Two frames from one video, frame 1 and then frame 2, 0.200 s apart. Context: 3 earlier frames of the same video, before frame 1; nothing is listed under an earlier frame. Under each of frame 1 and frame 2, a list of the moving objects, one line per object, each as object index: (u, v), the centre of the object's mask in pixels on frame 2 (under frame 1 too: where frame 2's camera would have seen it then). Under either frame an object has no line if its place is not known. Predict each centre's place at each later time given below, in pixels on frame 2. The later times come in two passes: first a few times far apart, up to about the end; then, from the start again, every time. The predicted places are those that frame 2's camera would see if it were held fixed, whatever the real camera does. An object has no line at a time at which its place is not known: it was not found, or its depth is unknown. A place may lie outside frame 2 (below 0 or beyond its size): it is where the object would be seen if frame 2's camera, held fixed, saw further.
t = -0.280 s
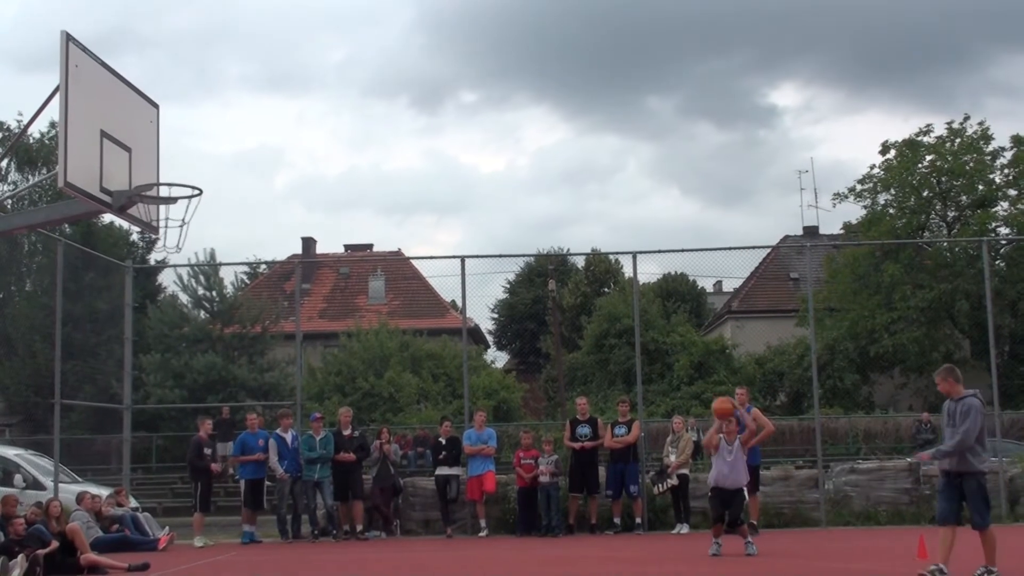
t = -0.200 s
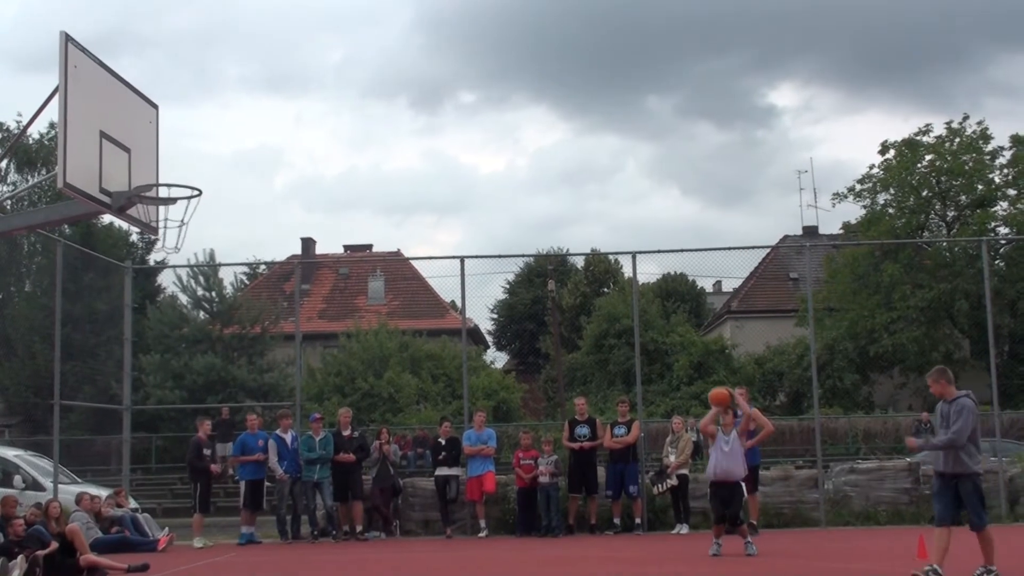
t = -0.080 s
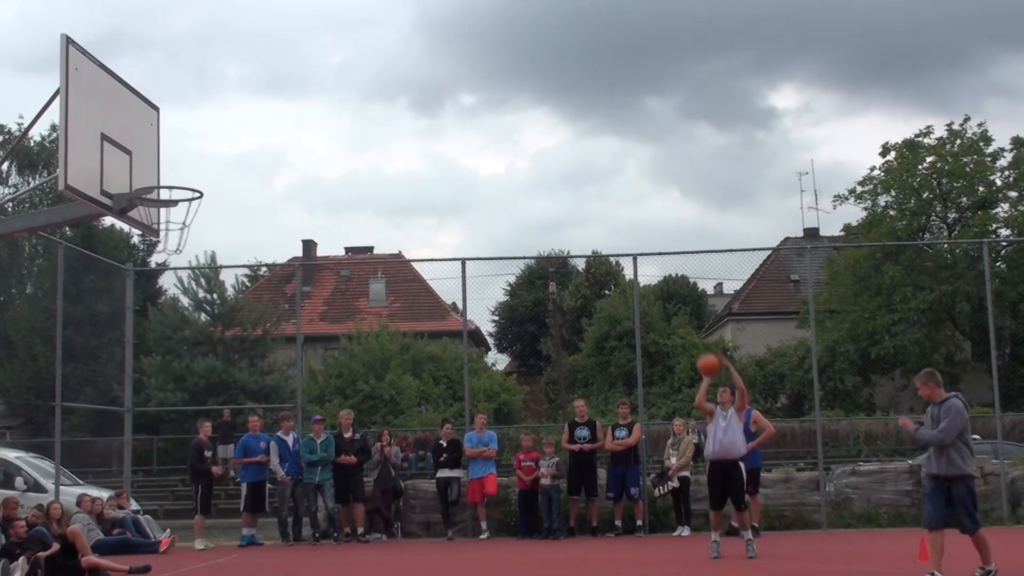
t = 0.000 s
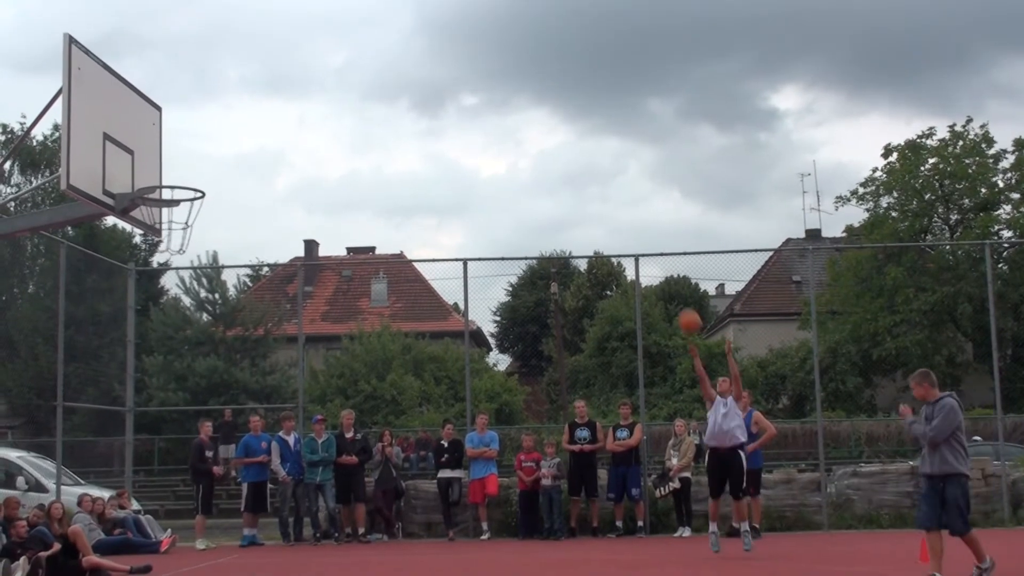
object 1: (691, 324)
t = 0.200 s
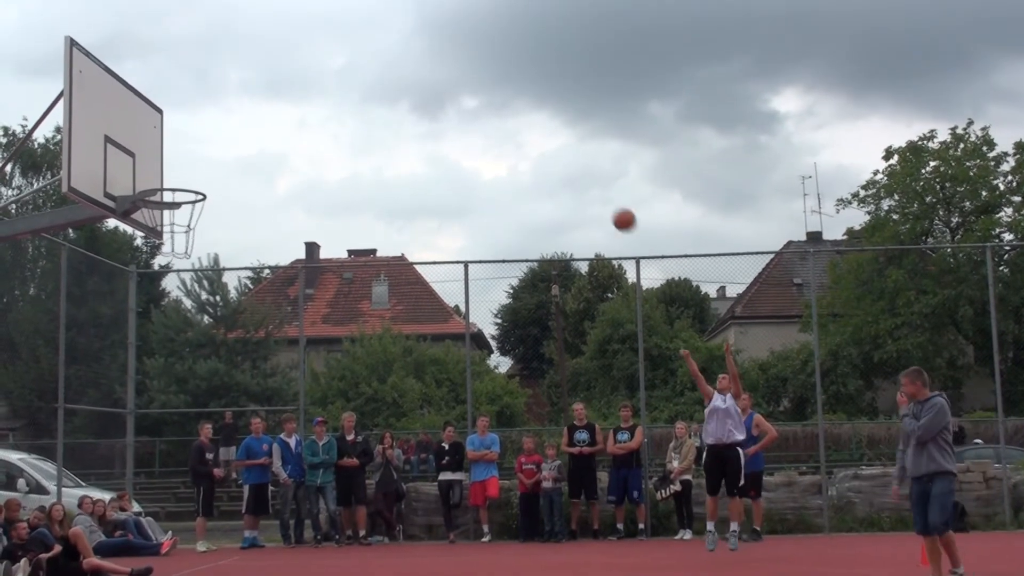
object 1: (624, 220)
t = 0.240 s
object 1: (610, 202)
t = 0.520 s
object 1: (506, 113)
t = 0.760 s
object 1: (403, 91)
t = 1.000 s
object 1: (281, 137)
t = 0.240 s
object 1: (610, 202)
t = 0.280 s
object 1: (596, 185)
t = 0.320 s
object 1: (582, 170)
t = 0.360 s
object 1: (567, 156)
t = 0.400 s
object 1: (553, 143)
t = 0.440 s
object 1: (537, 131)
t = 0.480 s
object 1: (522, 121)
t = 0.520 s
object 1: (506, 113)
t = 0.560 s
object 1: (490, 105)
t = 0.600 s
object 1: (473, 99)
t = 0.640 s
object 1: (456, 94)
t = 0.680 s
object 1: (439, 91)
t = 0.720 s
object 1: (421, 90)
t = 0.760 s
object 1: (403, 91)
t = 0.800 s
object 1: (384, 93)
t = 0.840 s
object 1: (366, 97)
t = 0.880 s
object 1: (346, 104)
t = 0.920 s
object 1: (325, 113)
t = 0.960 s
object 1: (303, 124)
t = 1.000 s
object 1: (281, 137)
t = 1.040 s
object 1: (258, 154)
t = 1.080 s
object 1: (235, 172)
